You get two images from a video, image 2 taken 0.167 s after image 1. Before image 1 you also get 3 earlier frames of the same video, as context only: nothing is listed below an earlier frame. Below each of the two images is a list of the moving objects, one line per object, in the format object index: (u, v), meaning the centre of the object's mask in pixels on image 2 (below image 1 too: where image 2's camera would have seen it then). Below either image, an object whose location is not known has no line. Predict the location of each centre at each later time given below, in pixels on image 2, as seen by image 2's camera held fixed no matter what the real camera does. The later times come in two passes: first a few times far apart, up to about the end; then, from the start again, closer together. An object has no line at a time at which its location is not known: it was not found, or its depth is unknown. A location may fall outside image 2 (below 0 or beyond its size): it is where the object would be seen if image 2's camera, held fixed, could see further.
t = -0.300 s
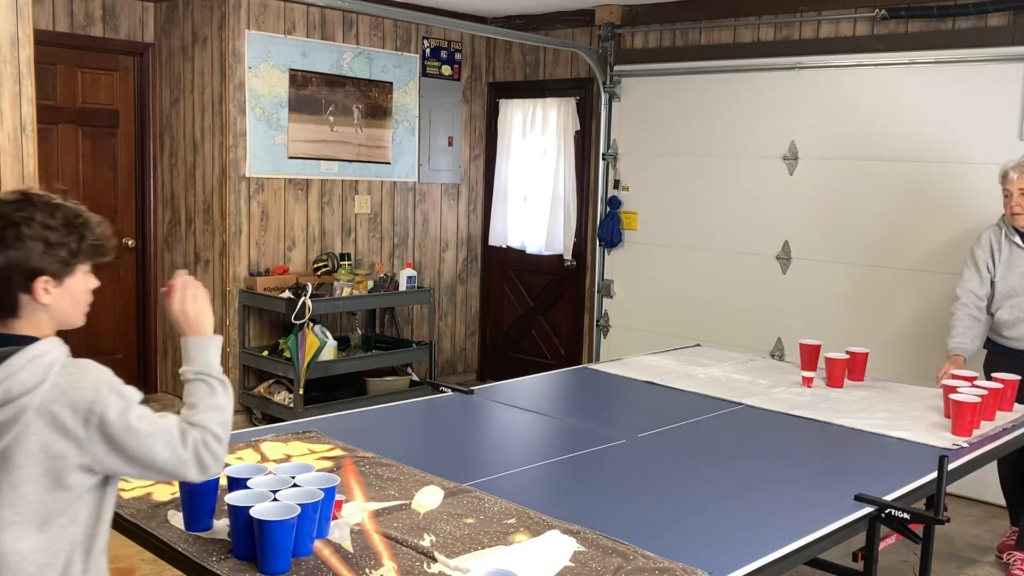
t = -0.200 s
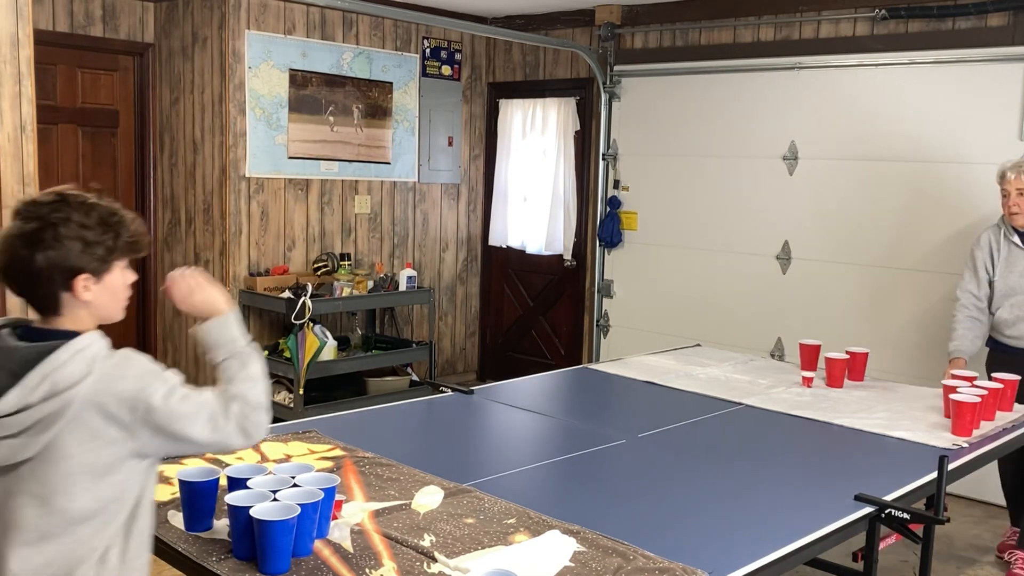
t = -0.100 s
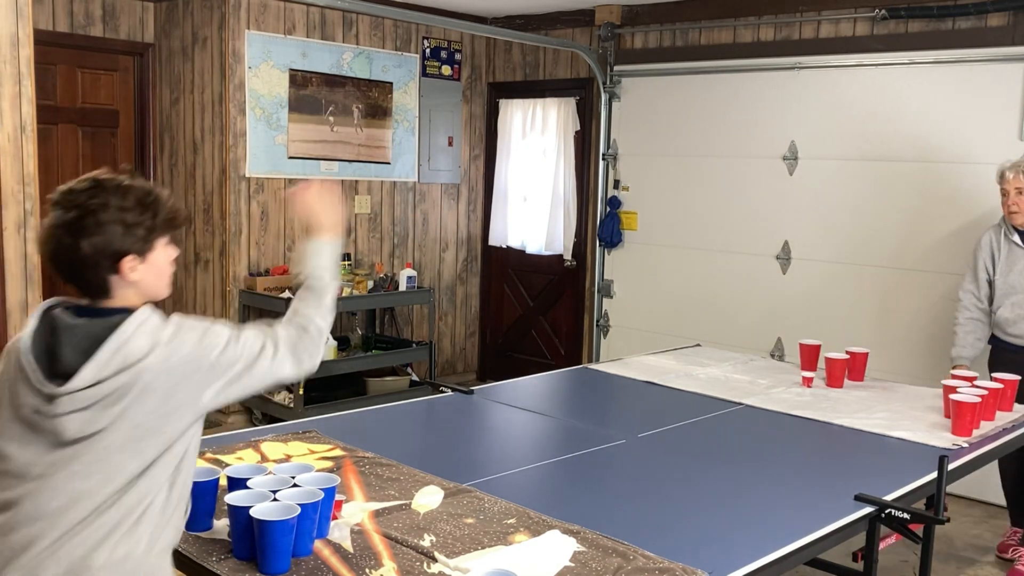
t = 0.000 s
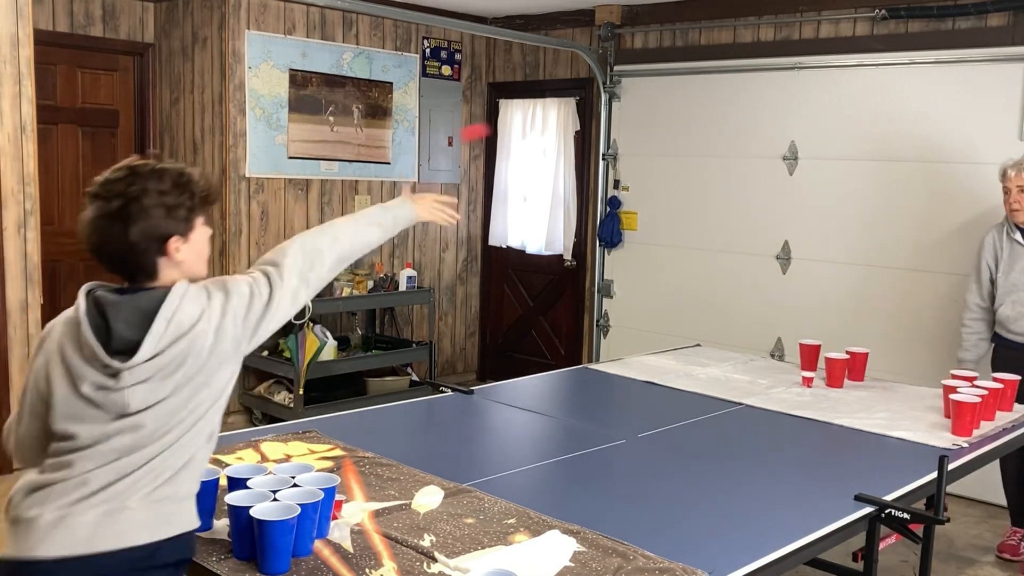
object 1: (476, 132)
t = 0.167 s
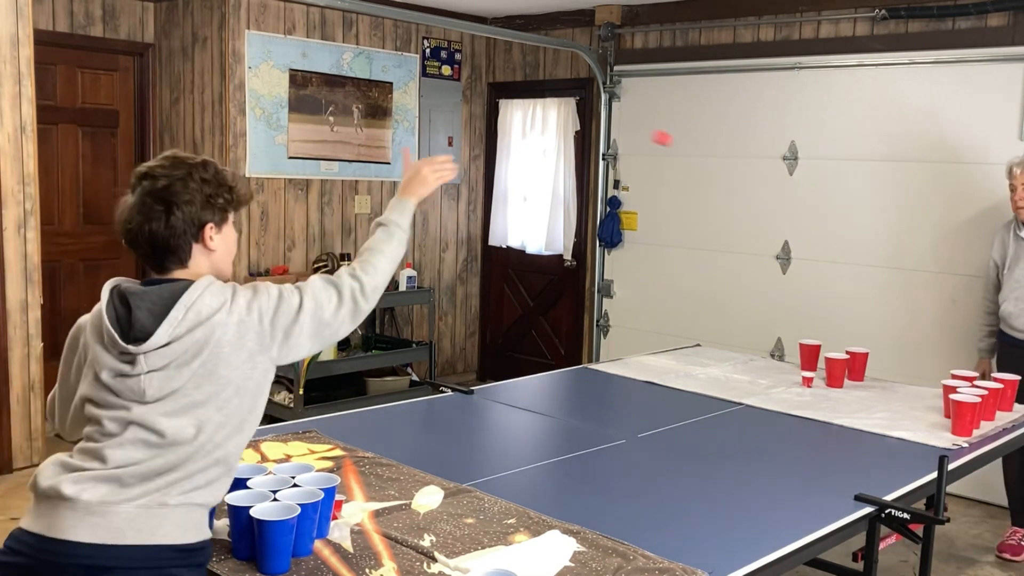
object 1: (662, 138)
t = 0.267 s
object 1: (740, 184)
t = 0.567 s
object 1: (875, 353)
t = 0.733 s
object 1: (911, 307)
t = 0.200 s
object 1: (690, 150)
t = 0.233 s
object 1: (716, 166)
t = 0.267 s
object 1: (740, 184)
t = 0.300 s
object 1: (762, 204)
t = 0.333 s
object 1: (782, 226)
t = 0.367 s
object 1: (800, 250)
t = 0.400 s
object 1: (816, 275)
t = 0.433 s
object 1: (831, 302)
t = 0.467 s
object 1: (846, 330)
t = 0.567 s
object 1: (875, 353)
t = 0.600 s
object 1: (882, 338)
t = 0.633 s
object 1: (890, 326)
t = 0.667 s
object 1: (897, 317)
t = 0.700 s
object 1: (904, 310)
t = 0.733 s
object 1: (911, 307)
